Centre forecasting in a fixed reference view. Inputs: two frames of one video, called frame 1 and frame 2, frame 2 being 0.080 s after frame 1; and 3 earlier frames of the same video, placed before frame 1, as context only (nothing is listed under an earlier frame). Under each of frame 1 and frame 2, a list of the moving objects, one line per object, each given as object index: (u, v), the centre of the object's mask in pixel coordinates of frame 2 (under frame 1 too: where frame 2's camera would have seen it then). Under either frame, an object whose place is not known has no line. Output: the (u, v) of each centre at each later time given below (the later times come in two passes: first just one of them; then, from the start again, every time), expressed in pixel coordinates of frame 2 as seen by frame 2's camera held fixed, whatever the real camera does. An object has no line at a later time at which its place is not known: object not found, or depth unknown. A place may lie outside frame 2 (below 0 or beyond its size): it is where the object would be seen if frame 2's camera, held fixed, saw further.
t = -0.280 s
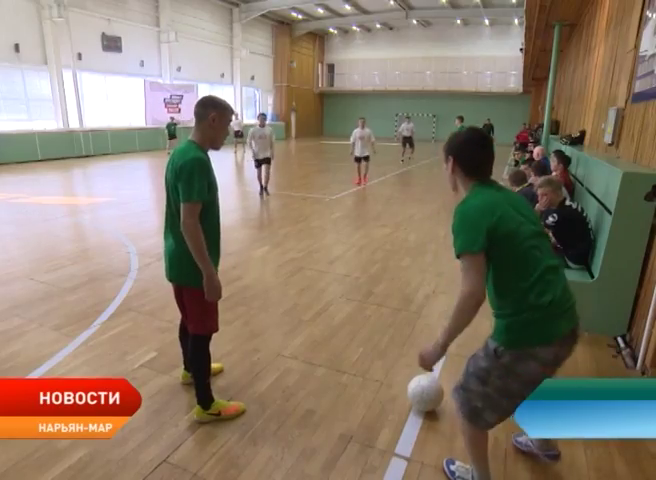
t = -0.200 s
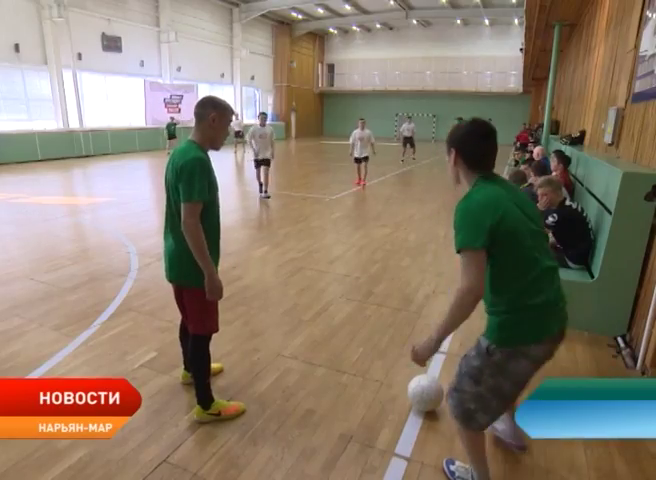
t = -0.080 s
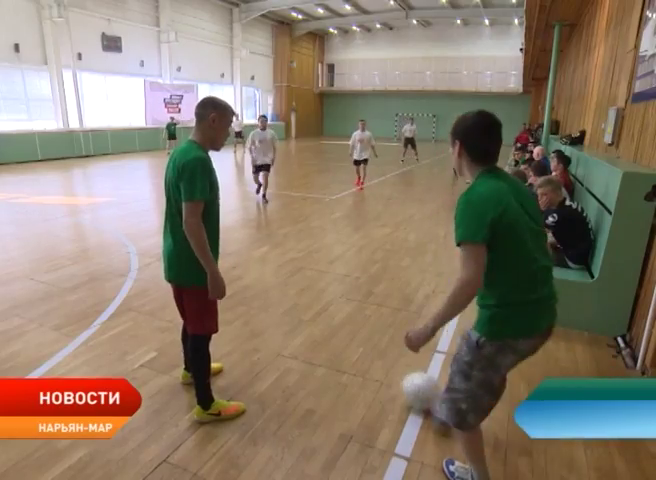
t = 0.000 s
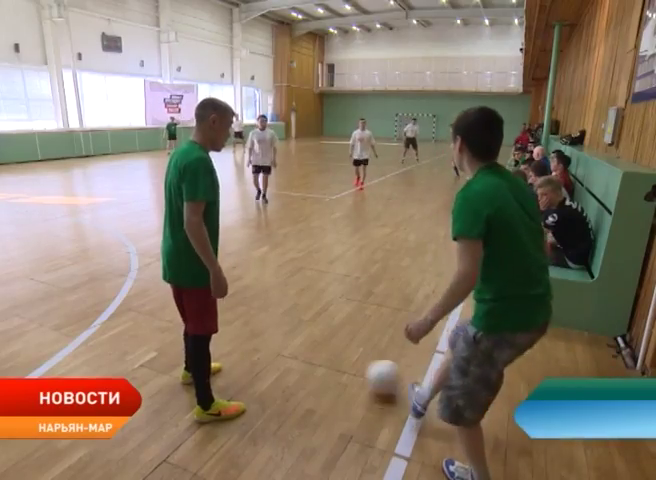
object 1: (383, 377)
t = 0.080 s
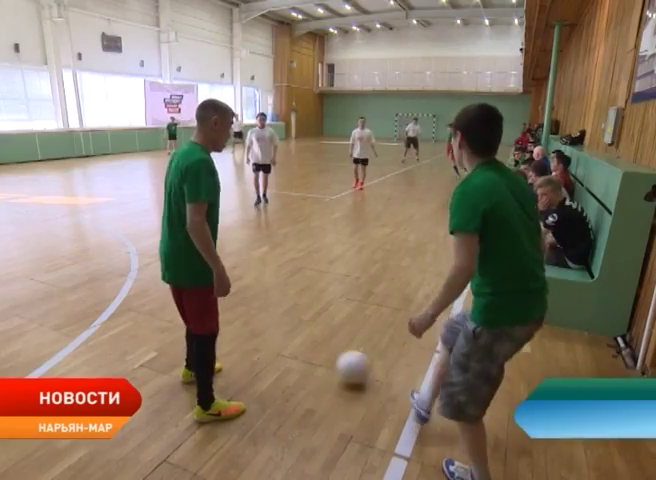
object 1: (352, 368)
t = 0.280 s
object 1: (298, 349)
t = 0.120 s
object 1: (339, 364)
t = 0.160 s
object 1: (328, 360)
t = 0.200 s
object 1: (317, 356)
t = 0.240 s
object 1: (307, 353)
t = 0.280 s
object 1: (298, 349)
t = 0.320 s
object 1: (290, 347)
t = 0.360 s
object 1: (282, 344)
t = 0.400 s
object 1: (274, 341)
